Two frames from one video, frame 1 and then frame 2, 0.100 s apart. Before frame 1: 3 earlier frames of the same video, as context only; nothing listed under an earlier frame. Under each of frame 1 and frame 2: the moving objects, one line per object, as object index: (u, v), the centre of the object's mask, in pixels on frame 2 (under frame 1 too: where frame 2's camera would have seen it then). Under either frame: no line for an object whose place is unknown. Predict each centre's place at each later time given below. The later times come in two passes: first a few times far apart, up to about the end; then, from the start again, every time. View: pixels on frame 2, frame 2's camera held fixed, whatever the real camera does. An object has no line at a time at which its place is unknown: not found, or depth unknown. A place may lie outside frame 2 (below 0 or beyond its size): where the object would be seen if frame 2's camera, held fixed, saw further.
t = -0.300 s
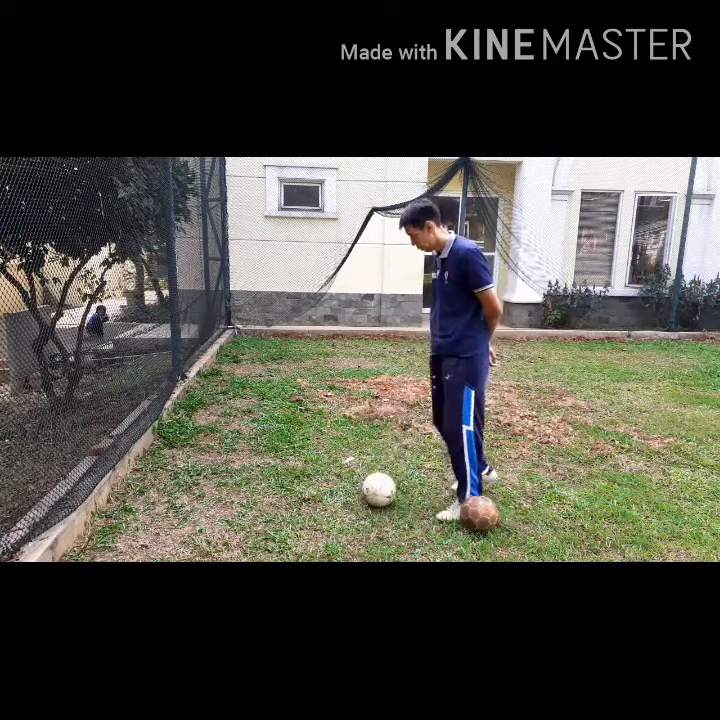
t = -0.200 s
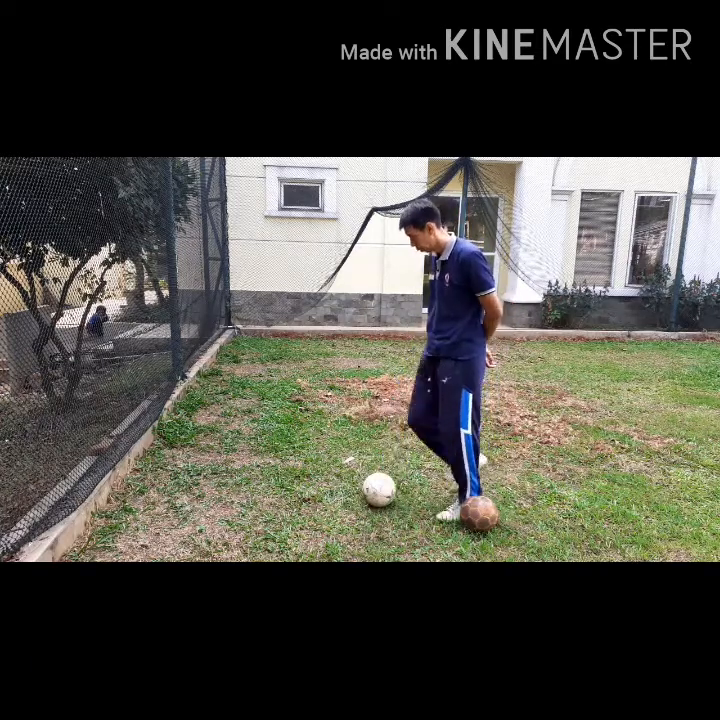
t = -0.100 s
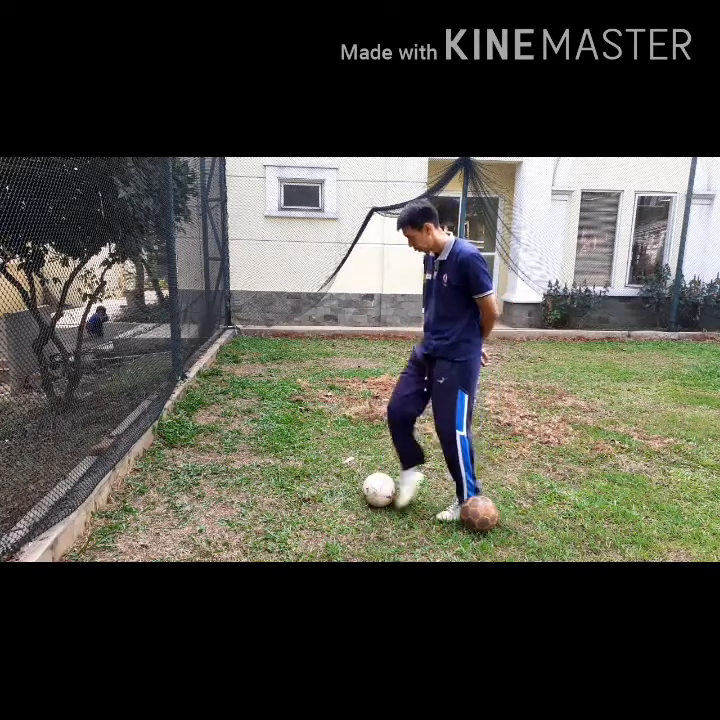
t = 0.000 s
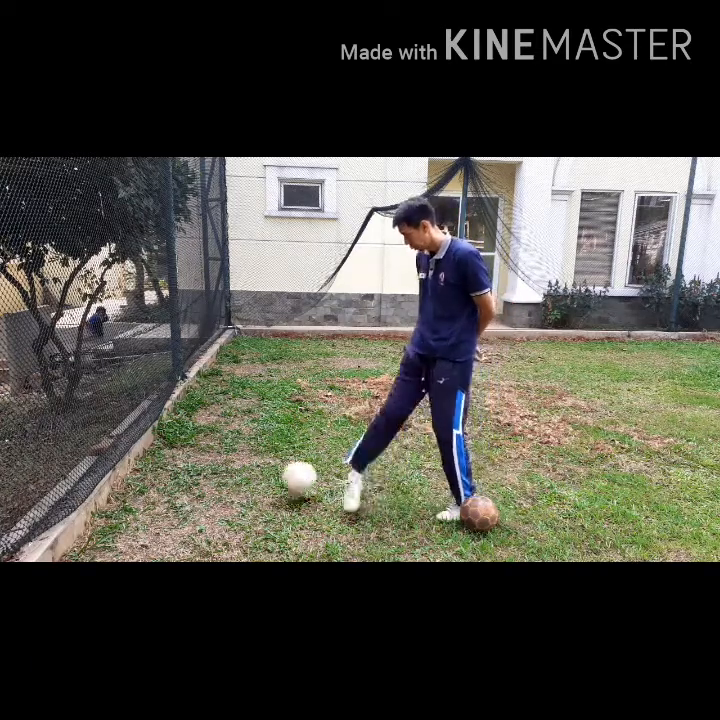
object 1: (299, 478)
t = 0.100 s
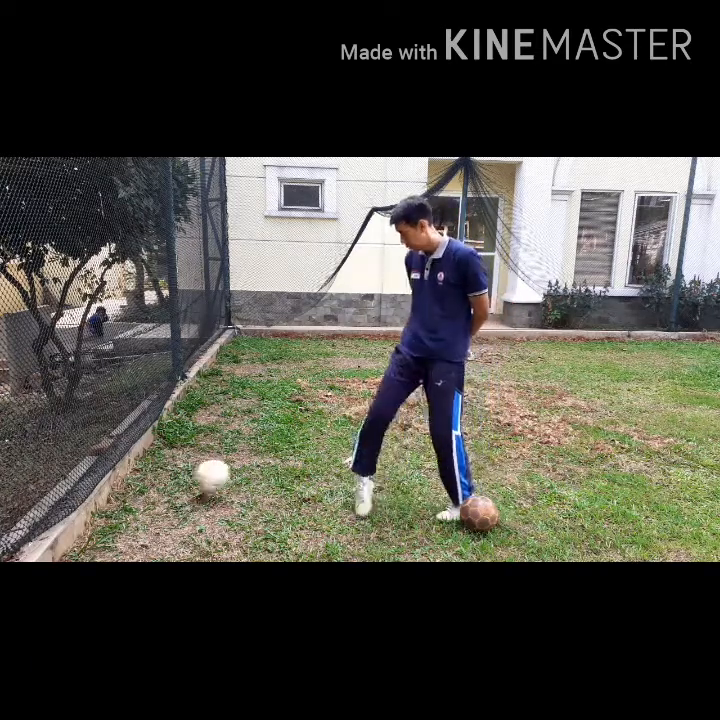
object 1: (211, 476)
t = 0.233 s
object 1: (128, 477)
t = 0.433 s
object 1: (199, 448)
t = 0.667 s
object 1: (276, 480)
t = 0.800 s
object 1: (288, 477)
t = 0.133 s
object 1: (183, 479)
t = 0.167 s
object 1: (155, 484)
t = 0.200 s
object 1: (130, 484)
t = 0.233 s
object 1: (128, 477)
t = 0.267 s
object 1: (141, 466)
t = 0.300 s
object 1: (151, 460)
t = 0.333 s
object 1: (162, 453)
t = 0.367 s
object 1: (175, 450)
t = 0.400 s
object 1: (185, 449)
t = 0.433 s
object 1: (199, 448)
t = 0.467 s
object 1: (210, 450)
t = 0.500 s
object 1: (223, 452)
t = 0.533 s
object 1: (236, 456)
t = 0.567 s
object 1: (247, 462)
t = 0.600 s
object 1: (259, 471)
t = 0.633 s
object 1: (270, 480)
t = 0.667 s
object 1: (276, 480)
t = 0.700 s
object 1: (279, 478)
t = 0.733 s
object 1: (283, 476)
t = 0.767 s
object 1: (285, 476)
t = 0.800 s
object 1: (288, 477)
